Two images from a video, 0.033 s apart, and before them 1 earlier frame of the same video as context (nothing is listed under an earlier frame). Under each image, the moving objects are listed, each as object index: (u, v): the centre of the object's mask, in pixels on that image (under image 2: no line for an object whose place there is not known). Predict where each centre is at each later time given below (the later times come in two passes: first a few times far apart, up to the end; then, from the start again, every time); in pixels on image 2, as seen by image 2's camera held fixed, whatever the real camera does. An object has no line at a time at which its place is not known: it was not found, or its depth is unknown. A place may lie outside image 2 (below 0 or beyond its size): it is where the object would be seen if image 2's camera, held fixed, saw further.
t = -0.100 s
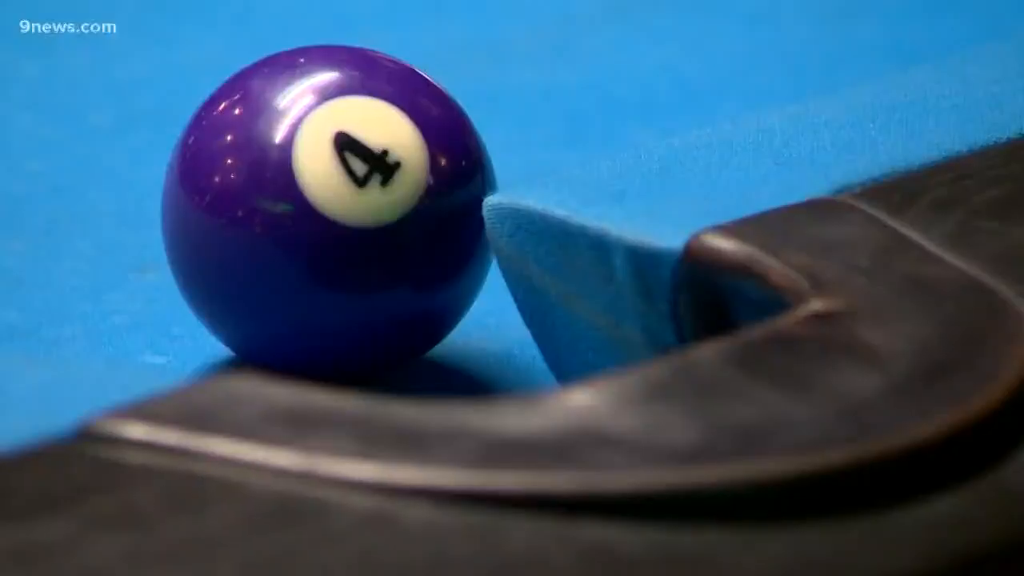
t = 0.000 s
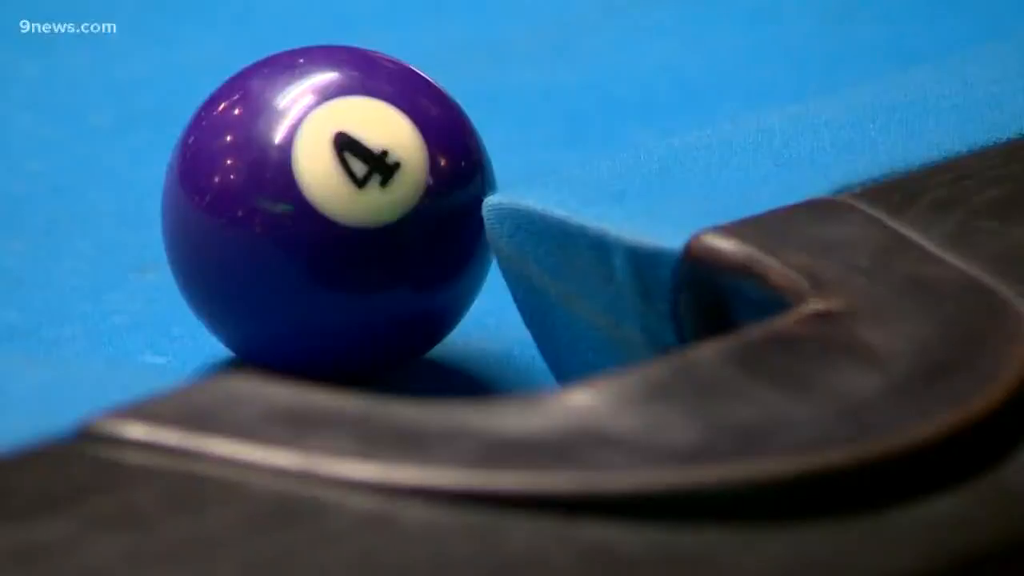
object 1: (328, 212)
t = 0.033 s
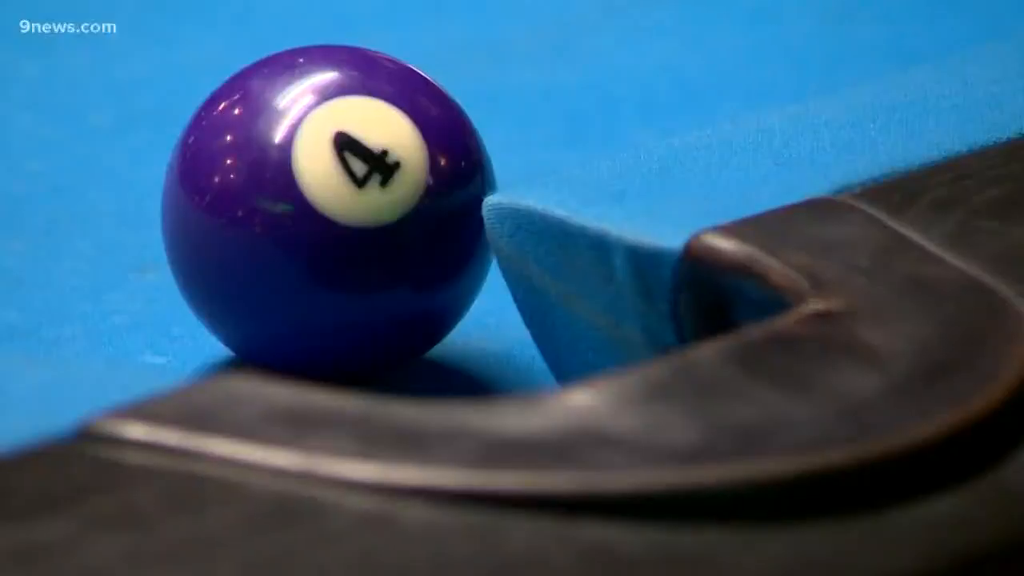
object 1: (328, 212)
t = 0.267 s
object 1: (328, 212)
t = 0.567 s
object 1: (296, 247)
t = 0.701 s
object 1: (252, 282)
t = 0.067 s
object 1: (328, 212)
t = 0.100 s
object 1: (328, 212)
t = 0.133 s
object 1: (328, 212)
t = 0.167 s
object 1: (328, 212)
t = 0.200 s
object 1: (328, 212)
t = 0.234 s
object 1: (328, 212)
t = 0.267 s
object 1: (328, 212)
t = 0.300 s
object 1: (328, 212)
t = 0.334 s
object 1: (328, 212)
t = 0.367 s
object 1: (328, 213)
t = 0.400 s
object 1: (328, 212)
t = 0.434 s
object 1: (328, 212)
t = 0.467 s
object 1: (328, 212)
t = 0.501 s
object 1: (322, 221)
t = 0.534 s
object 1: (307, 237)
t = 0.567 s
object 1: (296, 247)
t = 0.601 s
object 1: (284, 258)
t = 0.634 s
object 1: (274, 267)
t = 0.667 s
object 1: (262, 273)
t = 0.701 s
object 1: (252, 282)
